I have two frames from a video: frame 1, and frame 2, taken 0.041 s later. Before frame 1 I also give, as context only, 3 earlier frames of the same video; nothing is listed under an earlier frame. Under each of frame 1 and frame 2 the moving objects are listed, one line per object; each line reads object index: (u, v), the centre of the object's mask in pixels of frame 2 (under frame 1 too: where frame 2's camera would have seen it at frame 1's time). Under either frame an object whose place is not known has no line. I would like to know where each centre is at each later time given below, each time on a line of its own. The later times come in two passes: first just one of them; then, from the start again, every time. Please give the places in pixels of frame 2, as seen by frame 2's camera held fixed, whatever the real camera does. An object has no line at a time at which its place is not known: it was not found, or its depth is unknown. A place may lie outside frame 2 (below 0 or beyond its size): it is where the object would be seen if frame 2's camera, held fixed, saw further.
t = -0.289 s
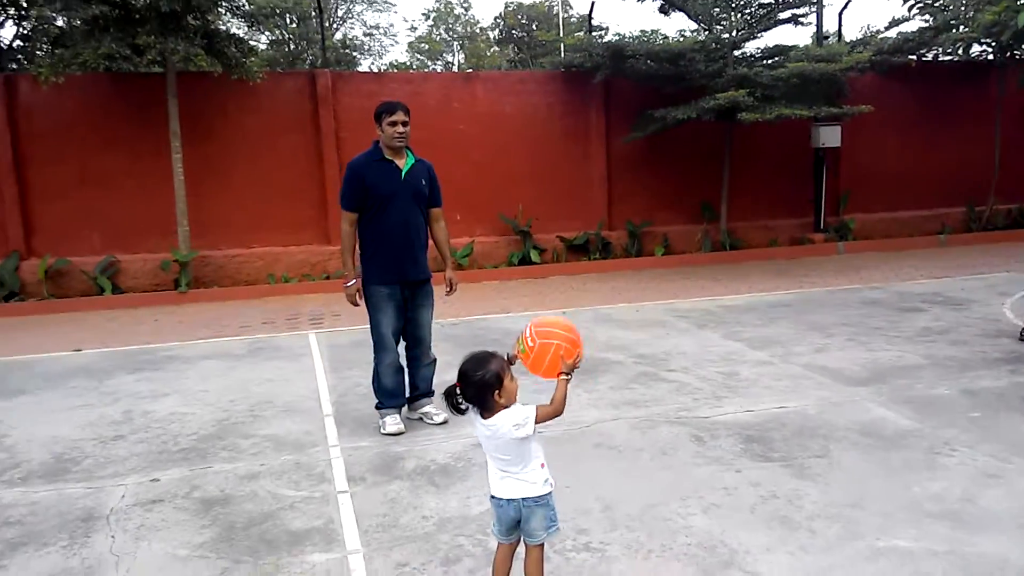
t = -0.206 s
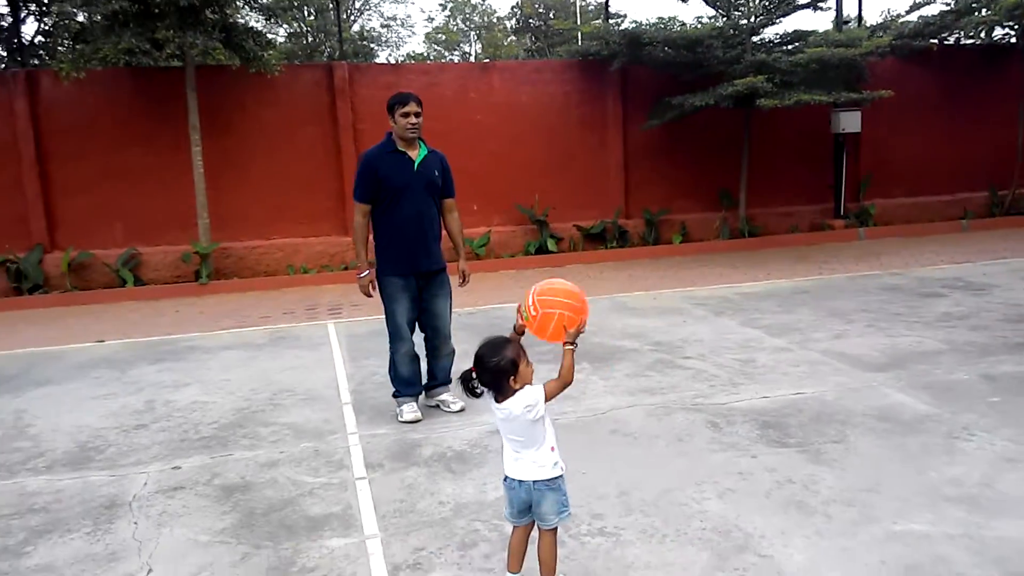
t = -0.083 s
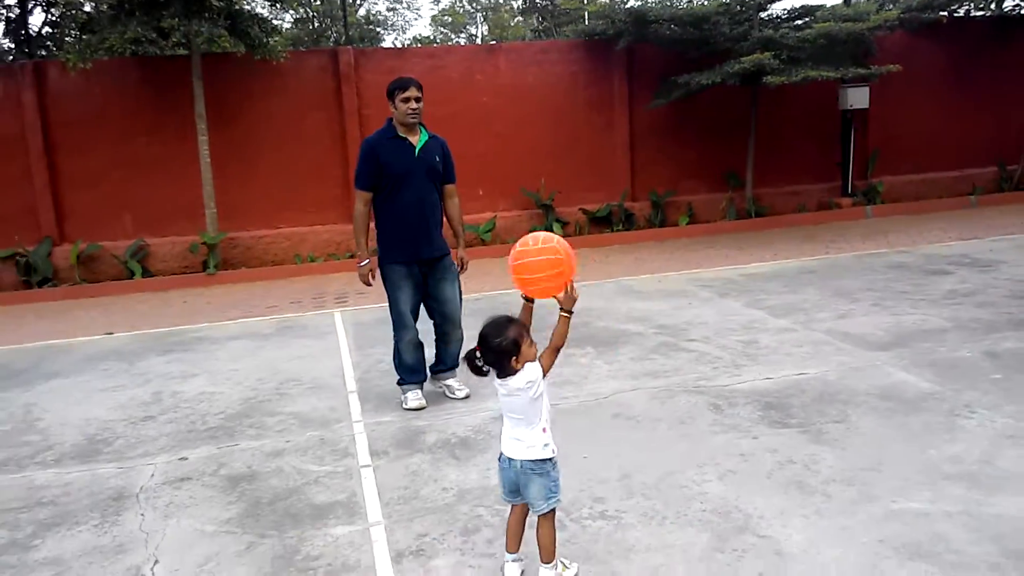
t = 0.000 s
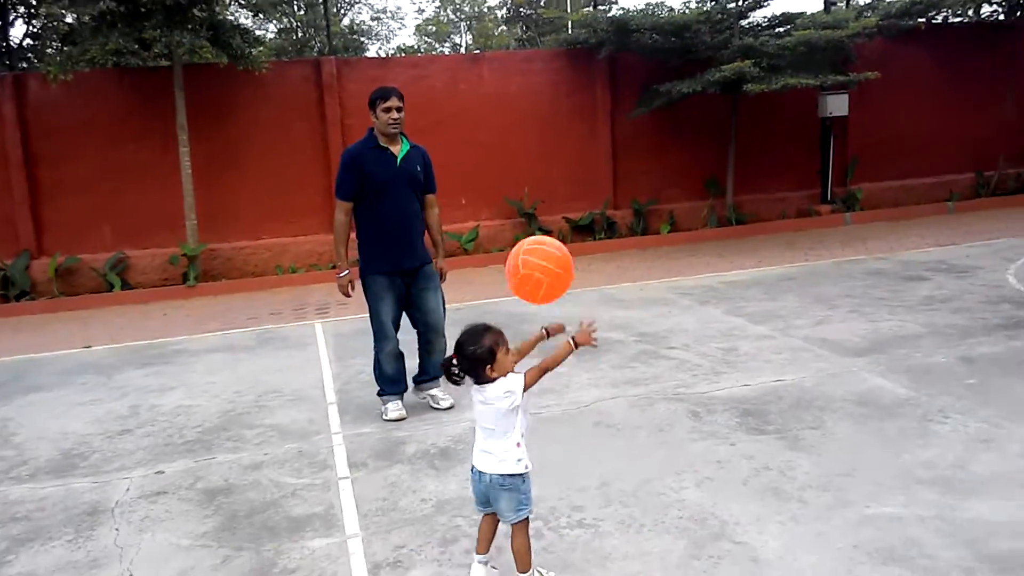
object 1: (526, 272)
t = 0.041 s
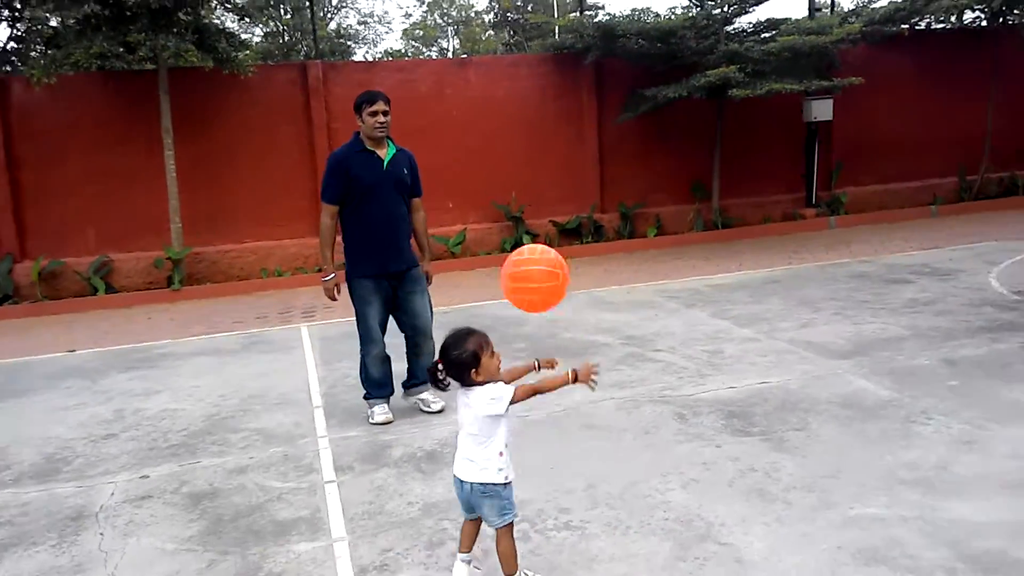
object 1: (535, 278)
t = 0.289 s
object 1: (594, 445)
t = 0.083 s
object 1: (543, 288)
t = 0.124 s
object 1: (551, 305)
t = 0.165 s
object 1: (560, 331)
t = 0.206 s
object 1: (571, 363)
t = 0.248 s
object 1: (582, 402)
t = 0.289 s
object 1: (594, 445)
